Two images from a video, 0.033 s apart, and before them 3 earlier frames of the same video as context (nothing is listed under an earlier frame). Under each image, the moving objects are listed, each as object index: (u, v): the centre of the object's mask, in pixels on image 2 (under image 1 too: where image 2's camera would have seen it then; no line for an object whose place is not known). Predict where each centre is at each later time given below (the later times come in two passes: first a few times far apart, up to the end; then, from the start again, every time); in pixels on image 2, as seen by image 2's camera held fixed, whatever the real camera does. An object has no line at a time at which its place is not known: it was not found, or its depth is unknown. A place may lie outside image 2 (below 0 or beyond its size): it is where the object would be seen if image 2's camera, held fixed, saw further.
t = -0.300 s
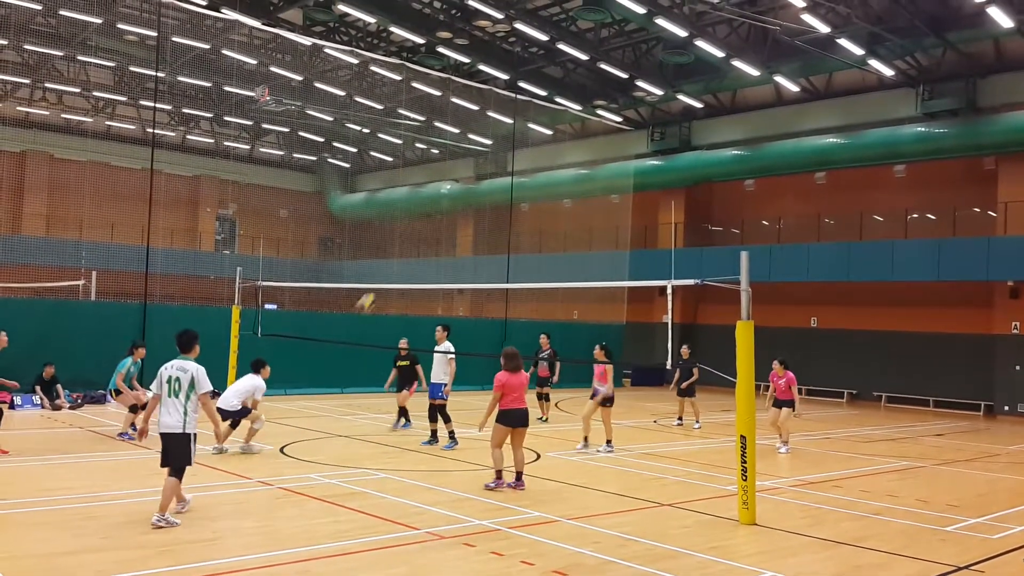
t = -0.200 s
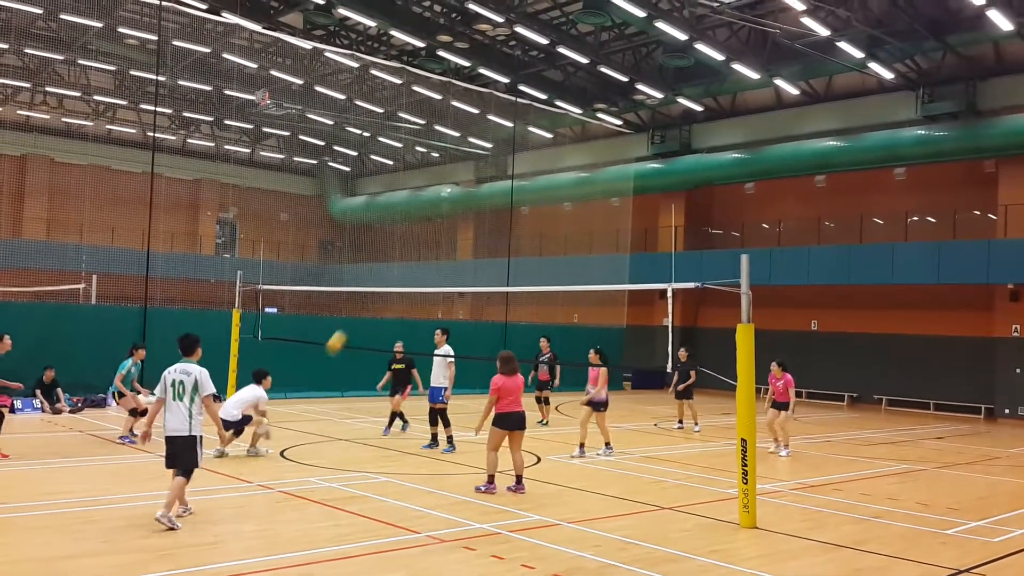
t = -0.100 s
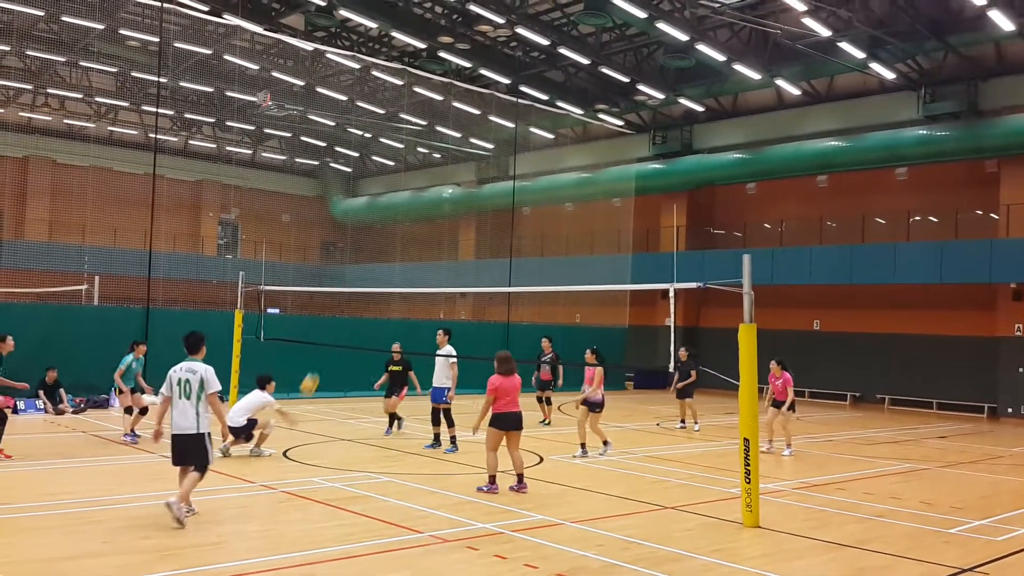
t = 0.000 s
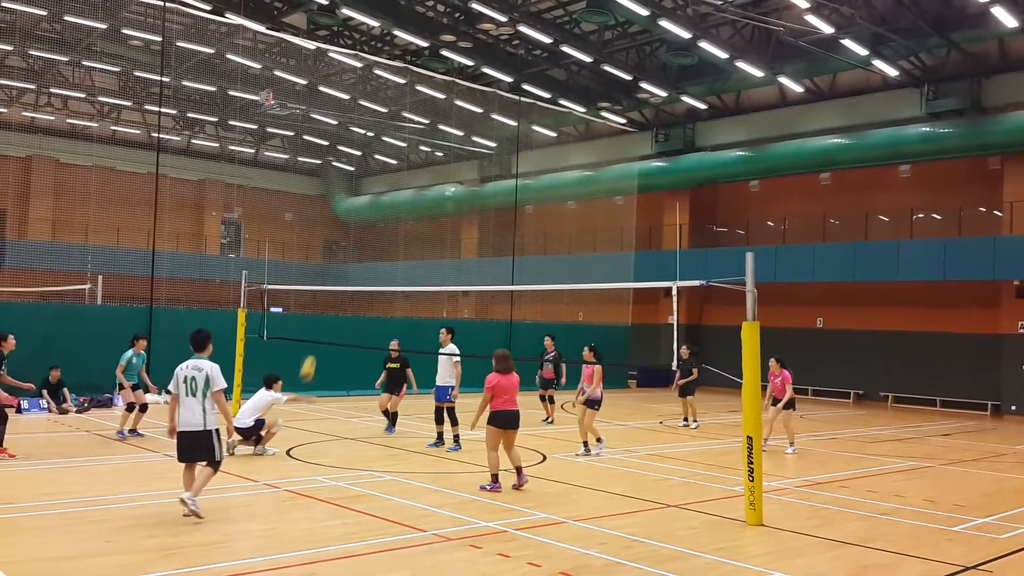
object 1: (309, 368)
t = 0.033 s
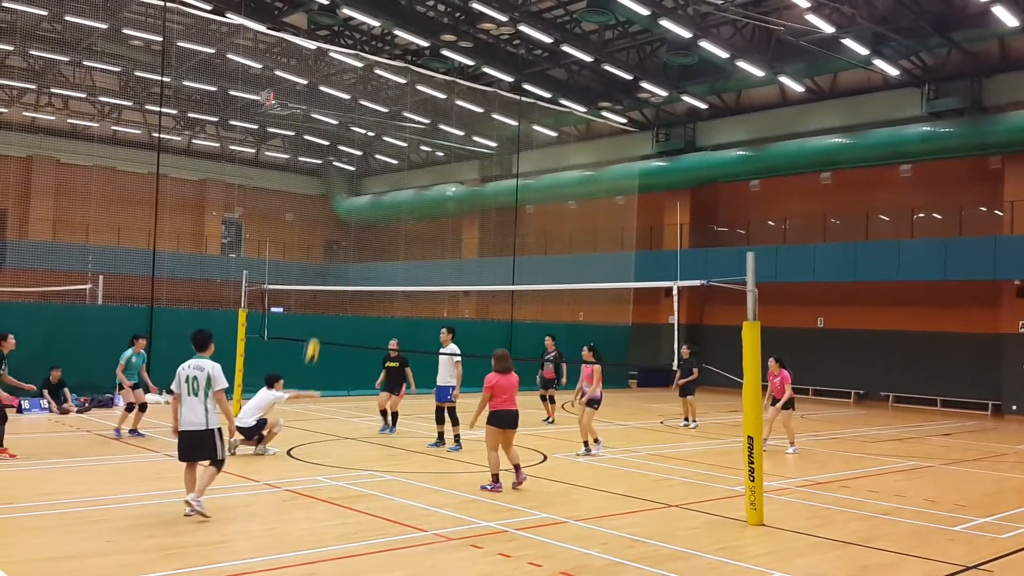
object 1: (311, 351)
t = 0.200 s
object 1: (328, 274)
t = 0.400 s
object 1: (345, 209)
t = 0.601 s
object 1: (363, 169)
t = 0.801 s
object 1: (379, 158)
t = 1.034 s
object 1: (399, 183)
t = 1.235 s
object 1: (413, 242)
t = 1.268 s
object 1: (416, 254)
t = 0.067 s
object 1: (315, 334)
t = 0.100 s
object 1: (318, 318)
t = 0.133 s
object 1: (321, 303)
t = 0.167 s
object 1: (323, 289)
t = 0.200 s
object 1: (328, 274)
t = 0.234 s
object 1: (331, 262)
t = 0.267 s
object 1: (335, 249)
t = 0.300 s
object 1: (337, 238)
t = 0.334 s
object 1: (340, 228)
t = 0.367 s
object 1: (343, 218)
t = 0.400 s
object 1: (345, 209)
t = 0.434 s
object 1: (348, 199)
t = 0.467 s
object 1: (352, 191)
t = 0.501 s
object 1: (355, 185)
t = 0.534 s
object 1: (358, 179)
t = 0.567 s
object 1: (361, 174)
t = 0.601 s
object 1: (363, 169)
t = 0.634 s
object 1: (366, 165)
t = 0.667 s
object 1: (368, 162)
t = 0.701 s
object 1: (371, 161)
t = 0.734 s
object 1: (374, 159)
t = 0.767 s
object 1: (377, 158)
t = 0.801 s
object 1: (379, 158)
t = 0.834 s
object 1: (382, 159)
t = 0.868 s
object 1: (384, 161)
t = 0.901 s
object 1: (387, 164)
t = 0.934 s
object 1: (390, 169)
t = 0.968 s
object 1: (393, 173)
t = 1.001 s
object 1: (395, 177)
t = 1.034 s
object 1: (399, 183)
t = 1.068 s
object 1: (401, 190)
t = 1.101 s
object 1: (404, 200)
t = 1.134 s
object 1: (406, 209)
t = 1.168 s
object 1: (408, 220)
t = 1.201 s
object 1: (411, 230)
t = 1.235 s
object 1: (413, 242)
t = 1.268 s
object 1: (416, 254)
